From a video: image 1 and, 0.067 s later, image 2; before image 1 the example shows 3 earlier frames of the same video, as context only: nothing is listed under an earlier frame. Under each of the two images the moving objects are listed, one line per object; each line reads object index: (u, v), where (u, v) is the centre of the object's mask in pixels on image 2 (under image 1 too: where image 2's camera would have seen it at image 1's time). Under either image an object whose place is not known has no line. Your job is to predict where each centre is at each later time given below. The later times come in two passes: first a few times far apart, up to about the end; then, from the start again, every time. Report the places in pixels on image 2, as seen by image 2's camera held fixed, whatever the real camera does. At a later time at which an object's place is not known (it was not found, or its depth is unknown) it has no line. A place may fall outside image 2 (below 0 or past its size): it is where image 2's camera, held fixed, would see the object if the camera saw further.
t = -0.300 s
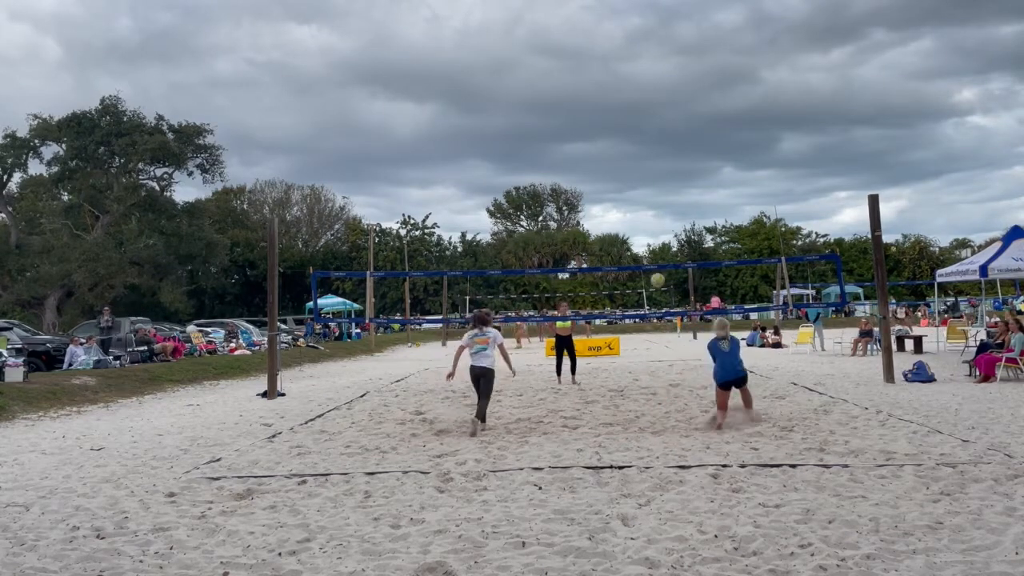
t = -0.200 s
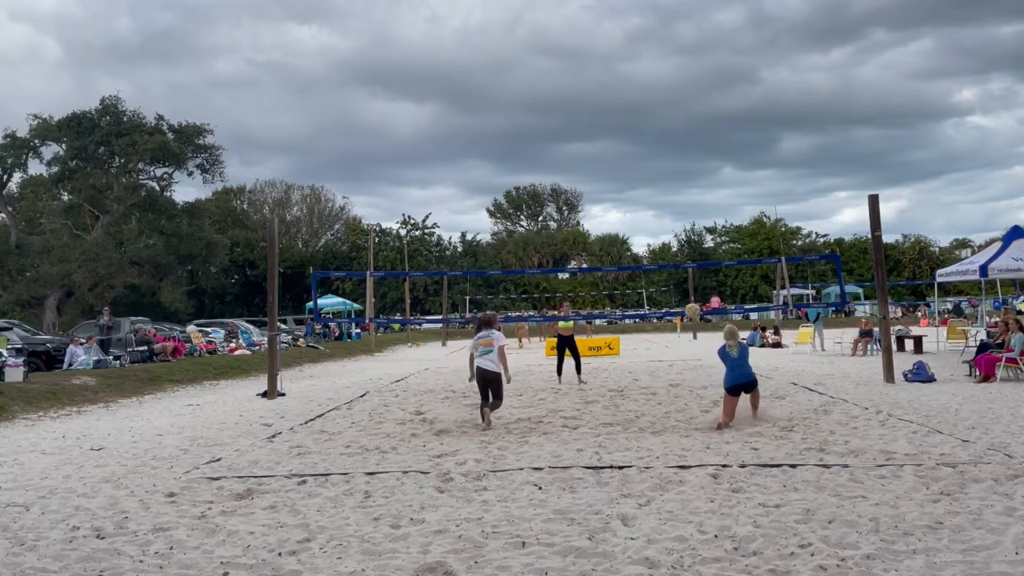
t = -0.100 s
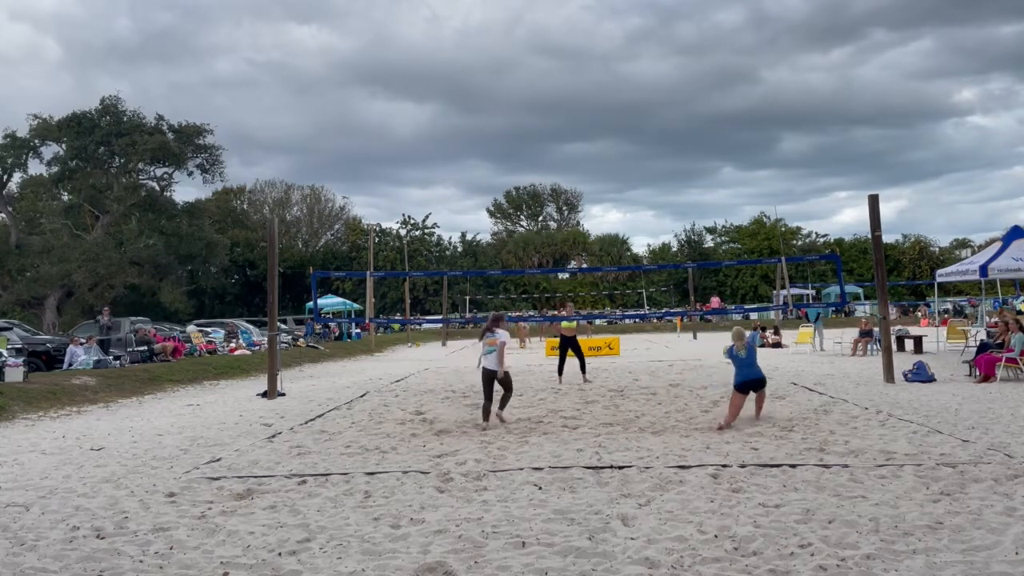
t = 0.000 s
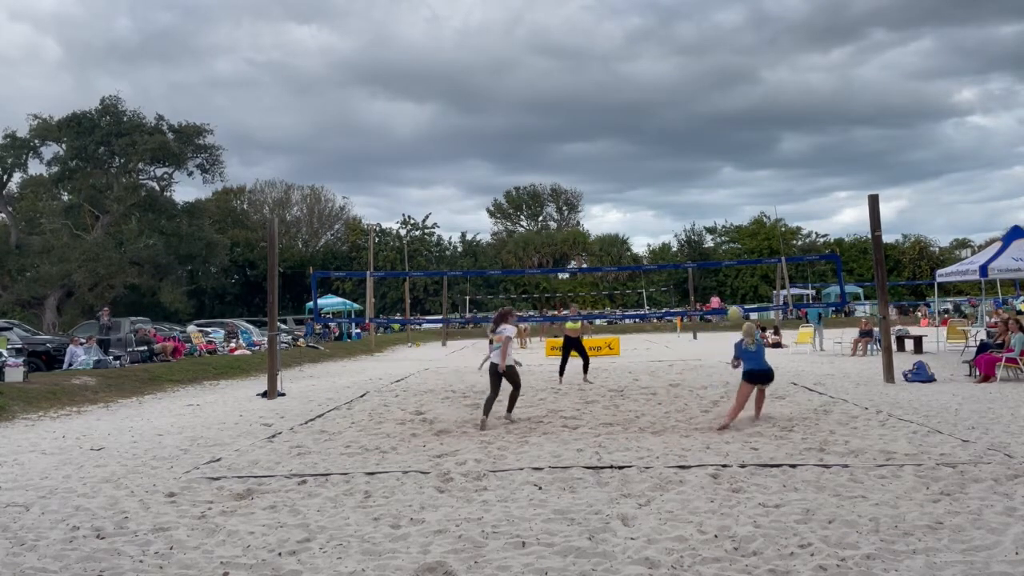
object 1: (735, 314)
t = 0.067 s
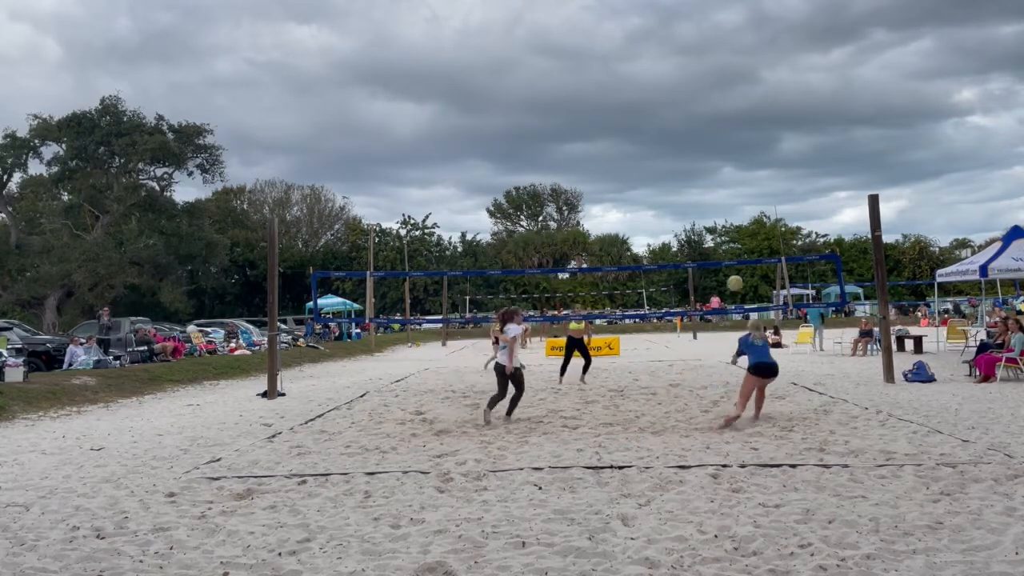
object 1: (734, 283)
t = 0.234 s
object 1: (735, 223)
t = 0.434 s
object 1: (734, 178)
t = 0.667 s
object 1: (736, 163)
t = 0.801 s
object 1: (738, 170)
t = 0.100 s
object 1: (735, 269)
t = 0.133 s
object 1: (734, 256)
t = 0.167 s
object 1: (734, 242)
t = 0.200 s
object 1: (735, 233)
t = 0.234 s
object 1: (735, 223)
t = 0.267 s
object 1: (734, 214)
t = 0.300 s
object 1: (734, 206)
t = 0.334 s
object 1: (733, 195)
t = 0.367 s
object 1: (733, 189)
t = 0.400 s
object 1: (733, 183)
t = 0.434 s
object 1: (734, 178)
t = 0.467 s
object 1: (733, 173)
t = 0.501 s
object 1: (734, 169)
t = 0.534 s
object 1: (735, 168)
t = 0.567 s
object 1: (735, 165)
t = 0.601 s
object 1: (735, 163)
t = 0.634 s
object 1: (735, 163)
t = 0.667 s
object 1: (736, 163)
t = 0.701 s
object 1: (736, 164)
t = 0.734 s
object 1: (737, 166)
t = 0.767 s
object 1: (737, 167)
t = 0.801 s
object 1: (738, 170)
